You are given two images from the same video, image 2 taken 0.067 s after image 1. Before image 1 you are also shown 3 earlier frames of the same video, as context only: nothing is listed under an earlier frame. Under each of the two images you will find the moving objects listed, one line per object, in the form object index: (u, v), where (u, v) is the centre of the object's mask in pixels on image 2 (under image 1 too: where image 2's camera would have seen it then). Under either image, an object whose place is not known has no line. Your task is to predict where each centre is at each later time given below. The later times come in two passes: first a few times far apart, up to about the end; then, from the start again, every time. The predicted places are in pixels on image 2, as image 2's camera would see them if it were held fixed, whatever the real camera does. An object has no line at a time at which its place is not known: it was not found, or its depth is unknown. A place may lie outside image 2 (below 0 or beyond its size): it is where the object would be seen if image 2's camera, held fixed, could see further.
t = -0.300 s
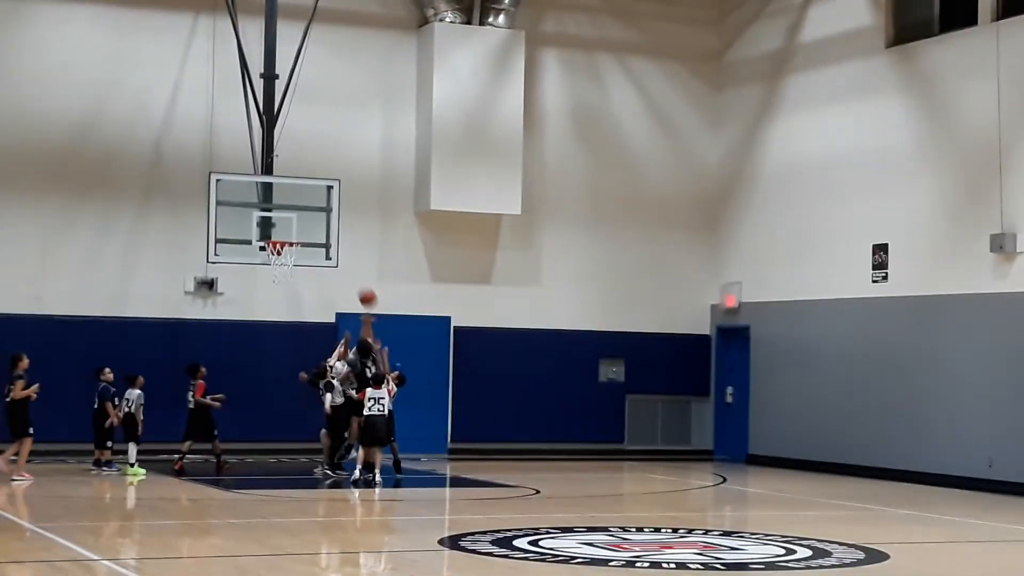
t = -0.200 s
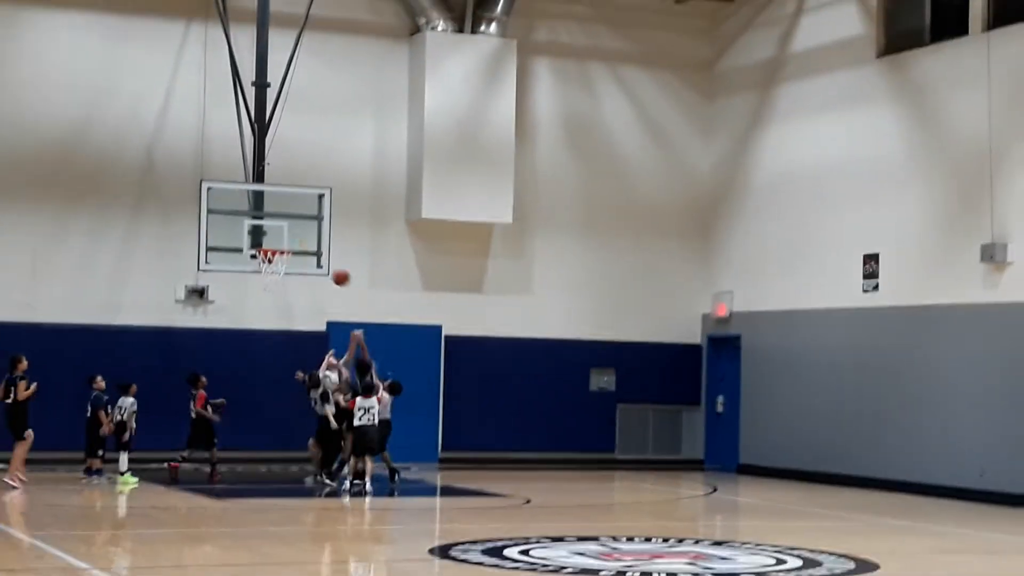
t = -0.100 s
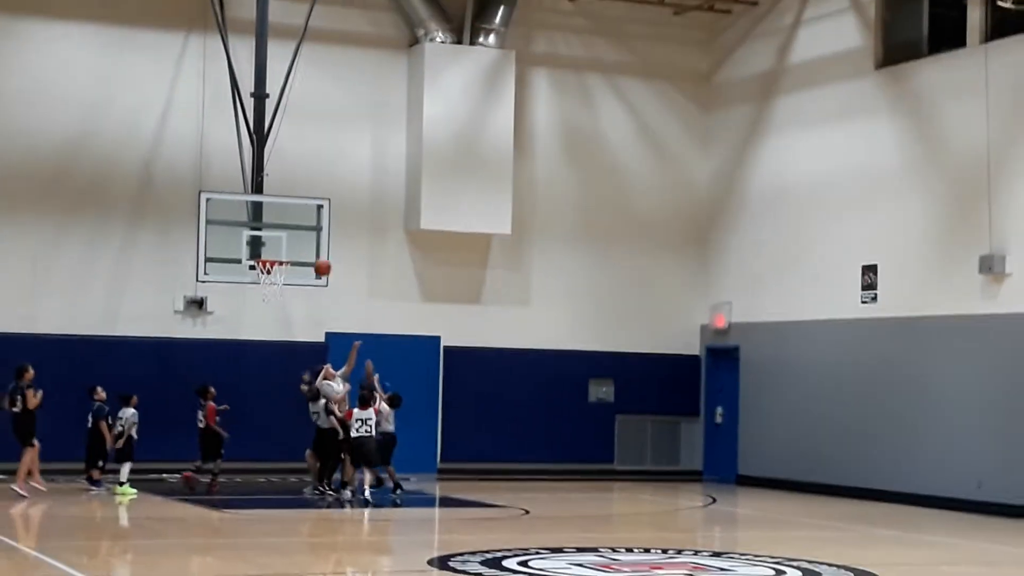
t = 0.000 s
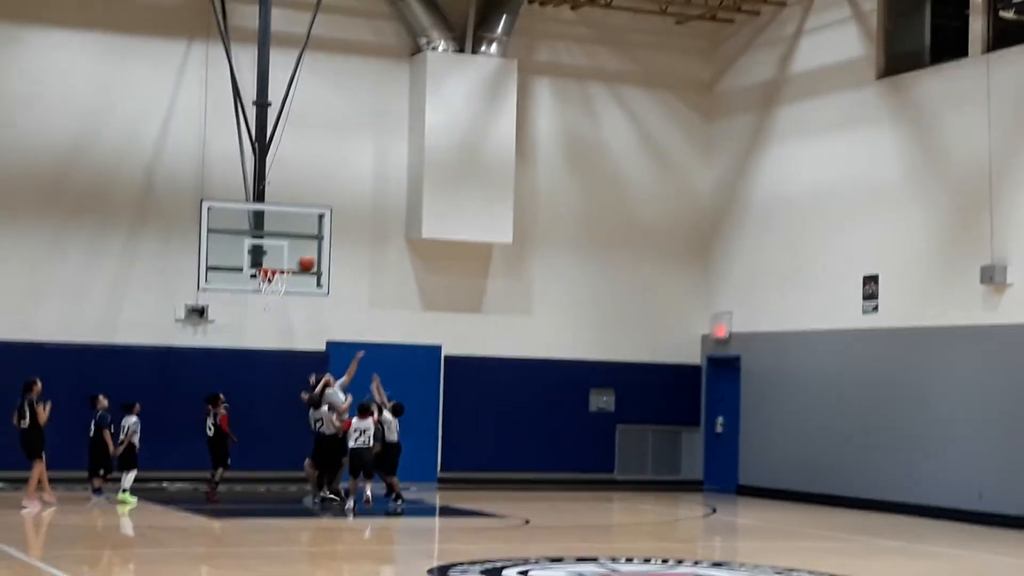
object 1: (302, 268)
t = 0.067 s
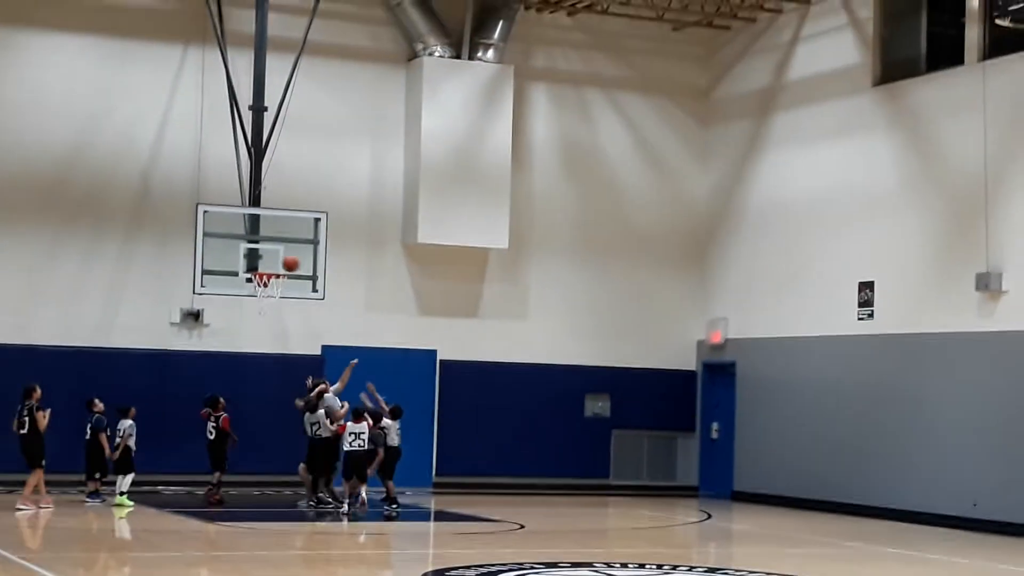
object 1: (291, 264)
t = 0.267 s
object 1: (260, 267)
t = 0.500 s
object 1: (299, 253)
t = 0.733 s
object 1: (335, 278)
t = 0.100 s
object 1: (285, 263)
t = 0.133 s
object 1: (279, 263)
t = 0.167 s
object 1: (273, 263)
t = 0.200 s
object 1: (268, 265)
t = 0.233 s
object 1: (262, 267)
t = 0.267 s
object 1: (260, 267)
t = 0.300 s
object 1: (266, 263)
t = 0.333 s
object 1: (271, 260)
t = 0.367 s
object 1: (277, 257)
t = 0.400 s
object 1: (283, 255)
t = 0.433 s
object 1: (288, 253)
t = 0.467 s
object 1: (293, 253)
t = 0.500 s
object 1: (299, 253)
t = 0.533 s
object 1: (304, 254)
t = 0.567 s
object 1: (310, 256)
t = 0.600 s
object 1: (315, 259)
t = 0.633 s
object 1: (320, 262)
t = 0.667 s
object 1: (325, 266)
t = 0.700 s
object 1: (331, 272)
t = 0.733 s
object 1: (335, 278)
